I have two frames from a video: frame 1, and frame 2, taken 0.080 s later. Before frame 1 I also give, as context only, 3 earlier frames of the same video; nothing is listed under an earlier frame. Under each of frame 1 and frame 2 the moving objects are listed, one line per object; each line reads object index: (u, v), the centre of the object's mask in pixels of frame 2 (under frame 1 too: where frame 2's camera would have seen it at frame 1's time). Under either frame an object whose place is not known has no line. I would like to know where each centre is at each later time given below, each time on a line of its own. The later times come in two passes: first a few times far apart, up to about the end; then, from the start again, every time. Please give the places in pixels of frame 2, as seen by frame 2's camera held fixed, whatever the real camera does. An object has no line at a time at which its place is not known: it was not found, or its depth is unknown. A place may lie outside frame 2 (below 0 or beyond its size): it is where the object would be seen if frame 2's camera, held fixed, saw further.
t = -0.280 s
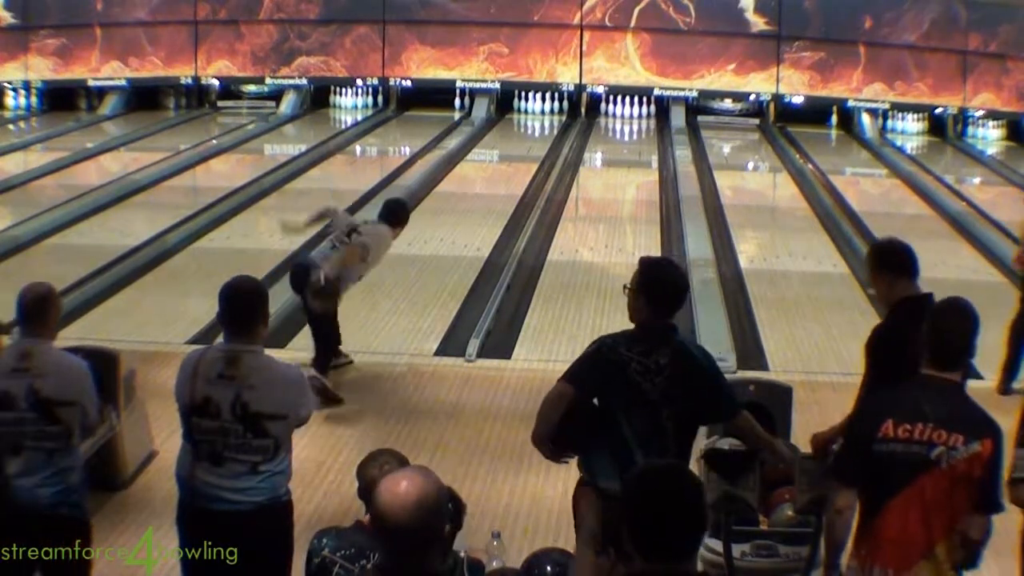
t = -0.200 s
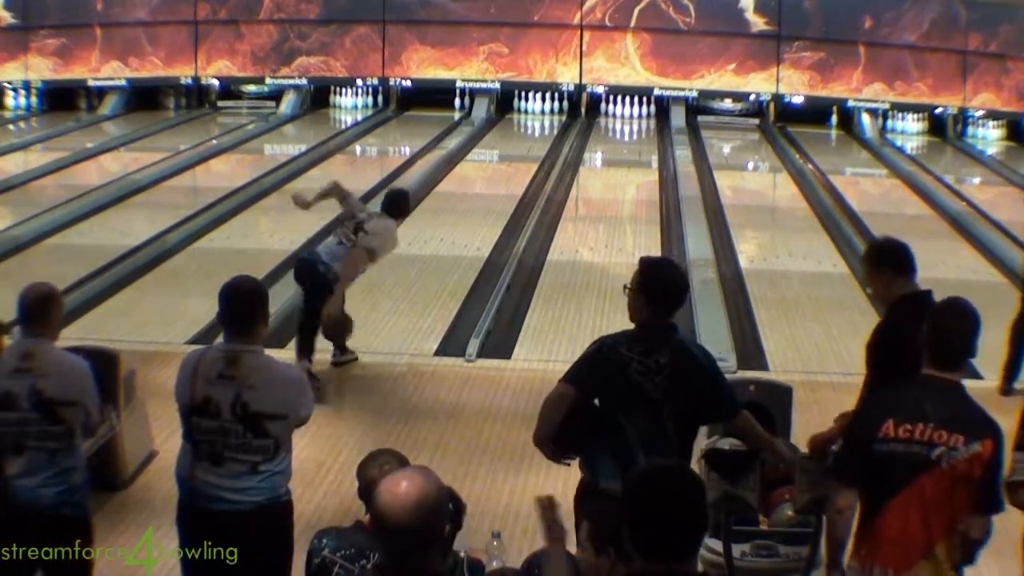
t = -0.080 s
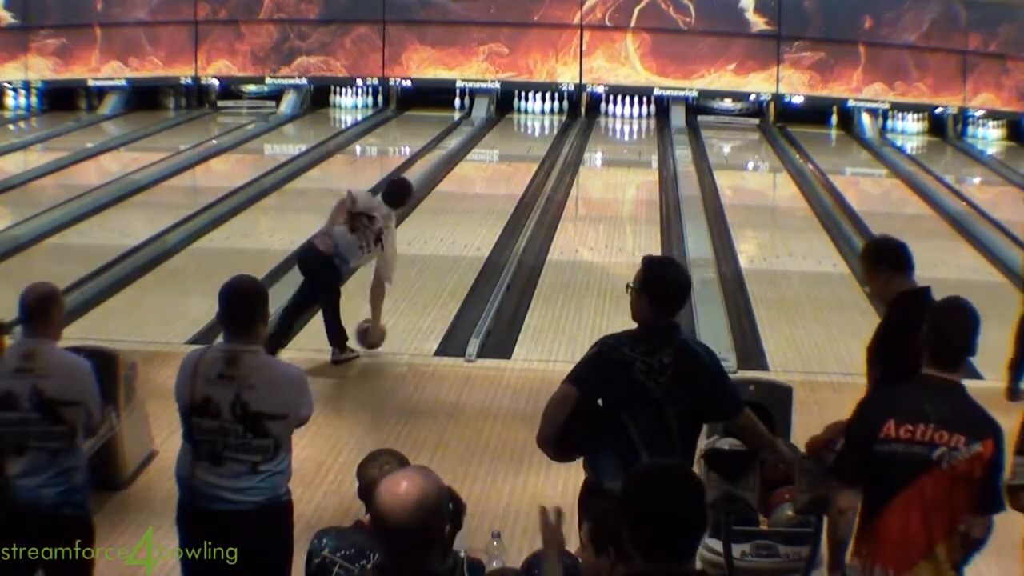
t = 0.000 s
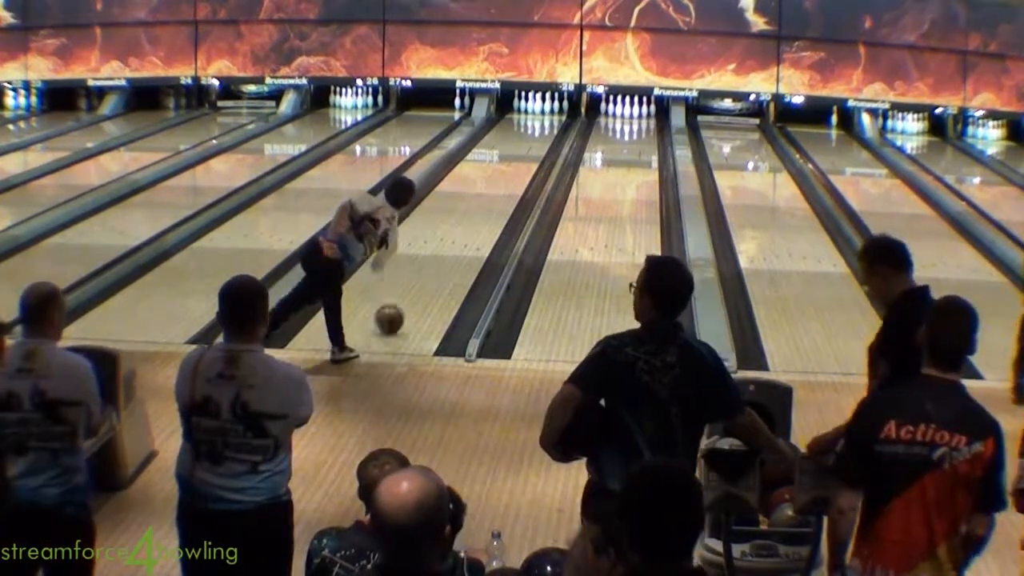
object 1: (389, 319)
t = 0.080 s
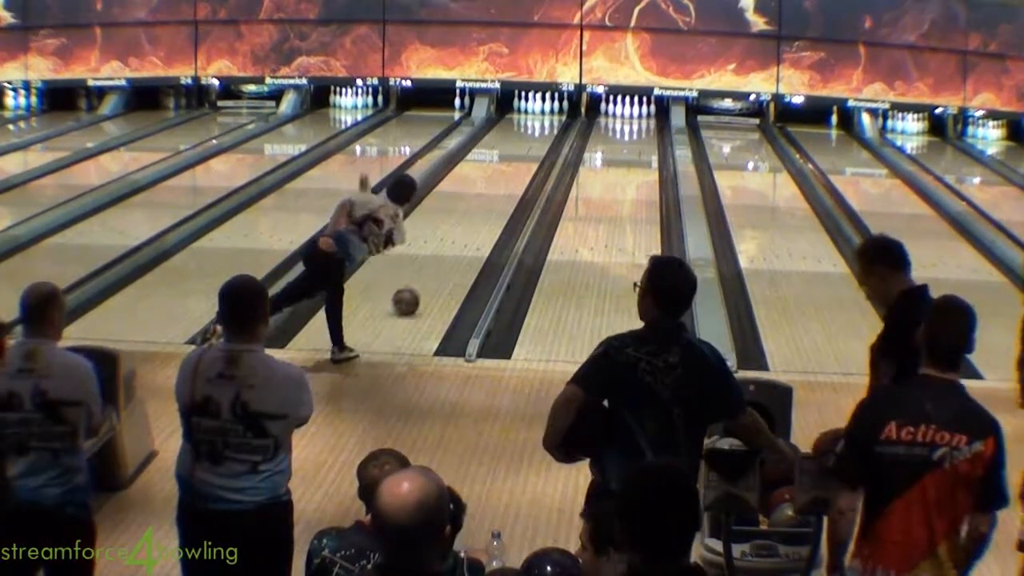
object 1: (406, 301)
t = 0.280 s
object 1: (440, 262)
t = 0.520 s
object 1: (472, 226)
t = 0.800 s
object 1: (499, 193)
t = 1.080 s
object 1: (519, 167)
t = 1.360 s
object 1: (534, 149)
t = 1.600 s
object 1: (543, 134)
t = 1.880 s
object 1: (546, 121)
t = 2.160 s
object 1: (544, 110)
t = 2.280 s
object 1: (547, 105)
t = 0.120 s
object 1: (413, 293)
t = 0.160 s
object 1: (420, 285)
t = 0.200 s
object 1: (427, 277)
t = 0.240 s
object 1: (434, 269)
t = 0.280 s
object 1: (440, 262)
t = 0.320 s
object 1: (446, 255)
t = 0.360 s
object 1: (452, 249)
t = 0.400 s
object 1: (457, 243)
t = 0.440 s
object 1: (462, 236)
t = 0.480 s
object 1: (467, 231)
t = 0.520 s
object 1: (472, 226)
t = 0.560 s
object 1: (476, 220)
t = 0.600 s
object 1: (480, 215)
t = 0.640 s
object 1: (485, 211)
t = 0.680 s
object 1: (488, 206)
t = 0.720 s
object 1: (492, 201)
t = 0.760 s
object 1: (496, 197)
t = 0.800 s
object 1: (499, 193)
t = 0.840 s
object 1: (502, 189)
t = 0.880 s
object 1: (506, 185)
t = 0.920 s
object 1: (509, 181)
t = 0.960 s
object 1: (511, 178)
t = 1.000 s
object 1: (514, 174)
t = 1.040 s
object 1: (517, 171)
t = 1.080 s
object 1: (519, 167)
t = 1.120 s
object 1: (522, 164)
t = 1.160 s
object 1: (524, 161)
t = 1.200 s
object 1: (526, 158)
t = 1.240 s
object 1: (528, 156)
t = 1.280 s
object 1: (530, 153)
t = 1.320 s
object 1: (532, 151)
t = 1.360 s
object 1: (534, 149)
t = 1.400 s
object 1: (535, 146)
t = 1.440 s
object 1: (537, 144)
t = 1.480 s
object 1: (538, 141)
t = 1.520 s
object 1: (539, 140)
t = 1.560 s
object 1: (541, 136)
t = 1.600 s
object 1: (543, 134)
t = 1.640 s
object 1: (543, 133)
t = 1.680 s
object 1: (544, 130)
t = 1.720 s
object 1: (544, 128)
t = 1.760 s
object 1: (545, 126)
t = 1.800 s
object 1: (545, 124)
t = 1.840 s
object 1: (546, 122)
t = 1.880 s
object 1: (546, 121)
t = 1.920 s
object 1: (545, 120)
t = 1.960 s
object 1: (545, 119)
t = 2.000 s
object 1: (545, 116)
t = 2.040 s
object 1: (545, 115)
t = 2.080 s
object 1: (545, 113)
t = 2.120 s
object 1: (544, 112)
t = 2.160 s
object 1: (544, 110)
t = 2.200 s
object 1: (544, 110)
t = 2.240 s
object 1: (546, 108)
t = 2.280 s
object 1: (547, 105)
